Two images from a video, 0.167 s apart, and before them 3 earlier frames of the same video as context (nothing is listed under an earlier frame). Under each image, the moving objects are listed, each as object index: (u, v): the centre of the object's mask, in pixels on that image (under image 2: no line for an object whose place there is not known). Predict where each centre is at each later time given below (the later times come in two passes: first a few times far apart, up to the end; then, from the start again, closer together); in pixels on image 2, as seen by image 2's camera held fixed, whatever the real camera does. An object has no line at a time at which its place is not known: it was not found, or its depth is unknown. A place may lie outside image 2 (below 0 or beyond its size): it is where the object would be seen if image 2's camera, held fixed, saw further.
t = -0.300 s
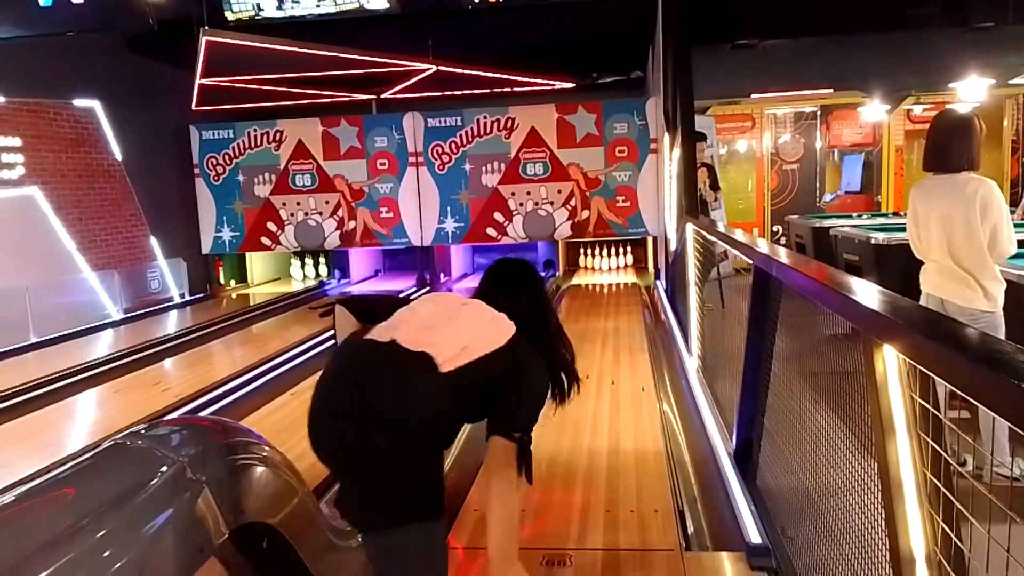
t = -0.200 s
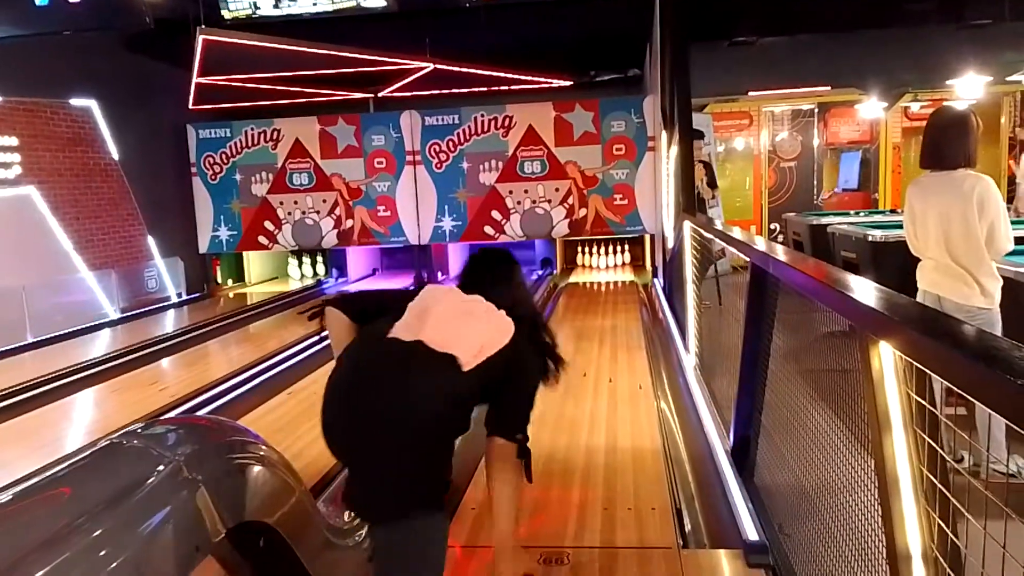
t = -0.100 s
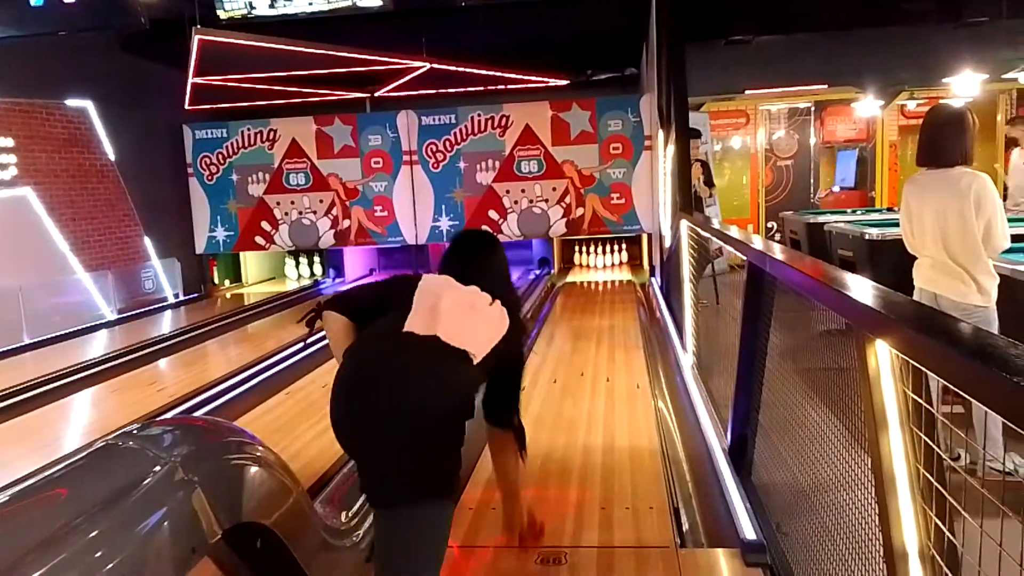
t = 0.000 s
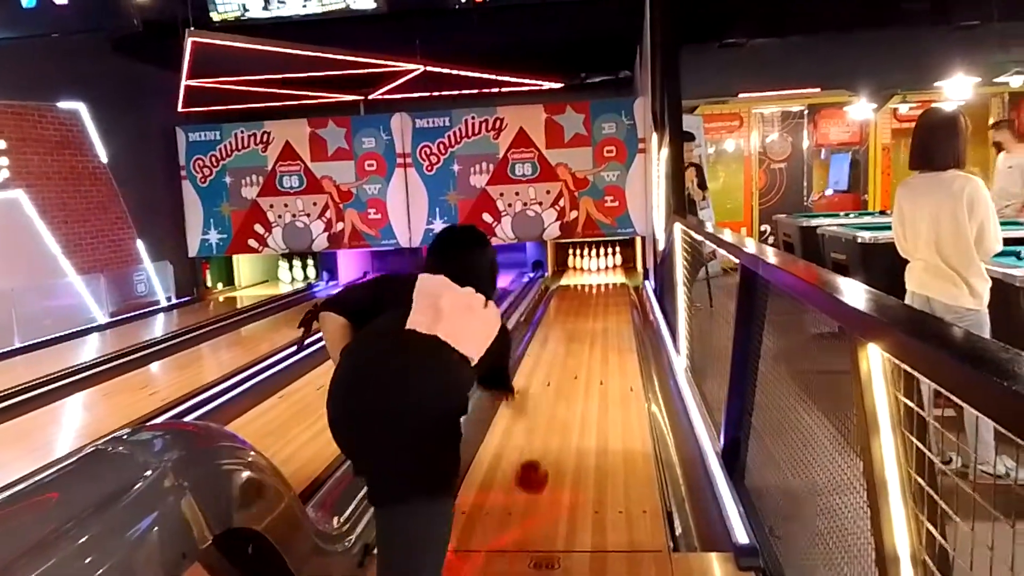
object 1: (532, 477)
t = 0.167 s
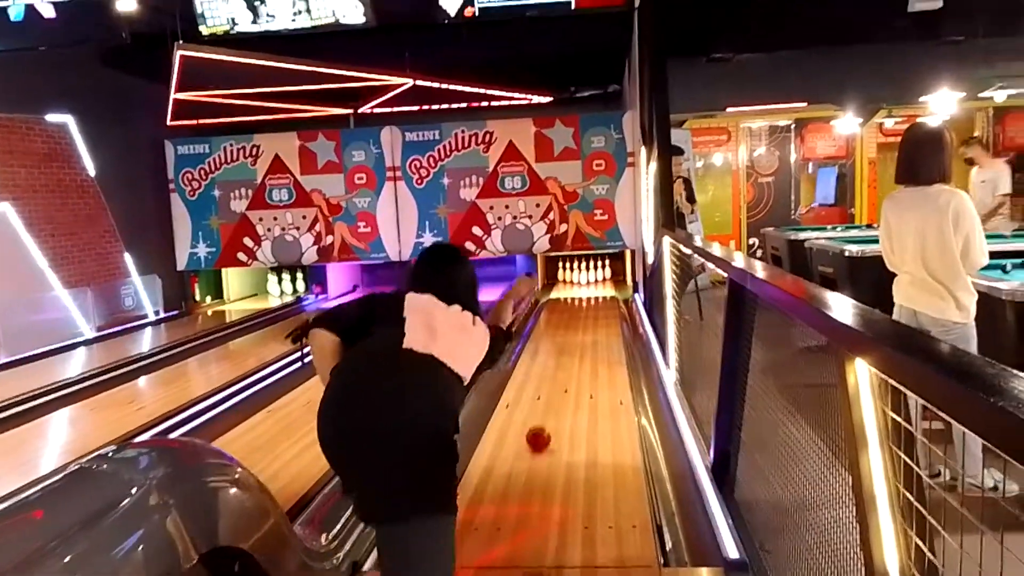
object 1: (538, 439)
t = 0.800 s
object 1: (567, 332)
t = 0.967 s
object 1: (572, 320)
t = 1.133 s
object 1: (576, 310)
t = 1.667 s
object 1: (586, 285)
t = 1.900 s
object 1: (599, 278)
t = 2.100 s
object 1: (620, 277)
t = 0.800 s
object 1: (567, 332)
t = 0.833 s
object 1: (568, 330)
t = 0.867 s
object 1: (570, 328)
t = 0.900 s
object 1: (571, 326)
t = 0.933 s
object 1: (571, 323)
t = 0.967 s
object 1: (572, 320)
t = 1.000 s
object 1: (573, 318)
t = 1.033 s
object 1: (574, 316)
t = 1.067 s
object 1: (575, 314)
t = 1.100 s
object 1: (576, 311)
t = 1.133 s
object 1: (576, 310)
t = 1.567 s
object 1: (585, 288)
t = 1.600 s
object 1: (586, 287)
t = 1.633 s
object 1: (586, 286)
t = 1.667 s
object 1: (586, 285)
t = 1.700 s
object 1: (587, 284)
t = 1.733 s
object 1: (588, 283)
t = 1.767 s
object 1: (588, 282)
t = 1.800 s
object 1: (589, 281)
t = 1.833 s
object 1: (592, 280)
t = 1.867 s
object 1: (595, 279)
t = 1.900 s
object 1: (599, 278)
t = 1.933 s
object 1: (601, 278)
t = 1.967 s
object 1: (605, 278)
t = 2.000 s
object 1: (608, 277)
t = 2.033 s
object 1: (613, 275)
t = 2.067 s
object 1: (617, 276)
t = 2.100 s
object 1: (620, 277)
